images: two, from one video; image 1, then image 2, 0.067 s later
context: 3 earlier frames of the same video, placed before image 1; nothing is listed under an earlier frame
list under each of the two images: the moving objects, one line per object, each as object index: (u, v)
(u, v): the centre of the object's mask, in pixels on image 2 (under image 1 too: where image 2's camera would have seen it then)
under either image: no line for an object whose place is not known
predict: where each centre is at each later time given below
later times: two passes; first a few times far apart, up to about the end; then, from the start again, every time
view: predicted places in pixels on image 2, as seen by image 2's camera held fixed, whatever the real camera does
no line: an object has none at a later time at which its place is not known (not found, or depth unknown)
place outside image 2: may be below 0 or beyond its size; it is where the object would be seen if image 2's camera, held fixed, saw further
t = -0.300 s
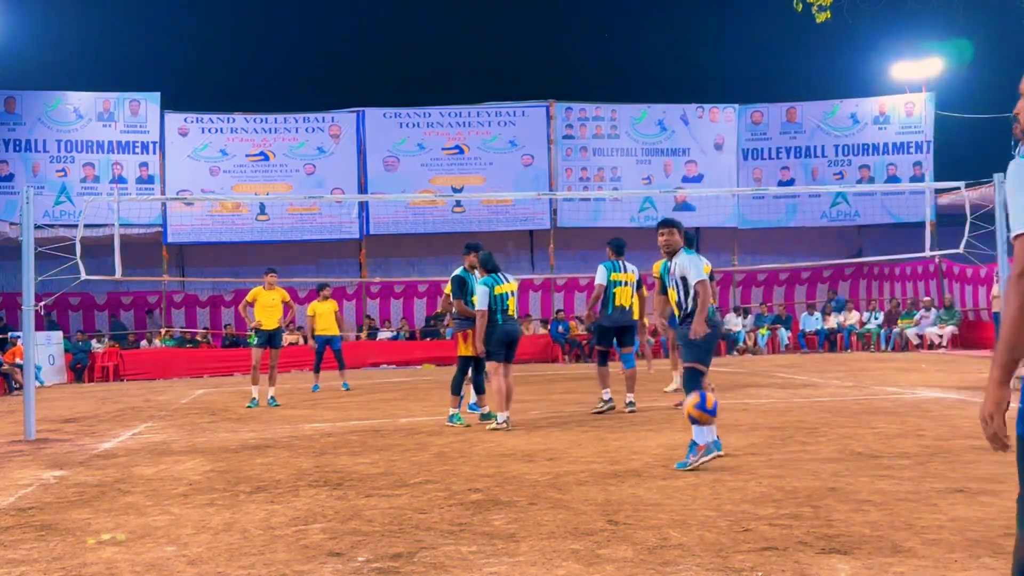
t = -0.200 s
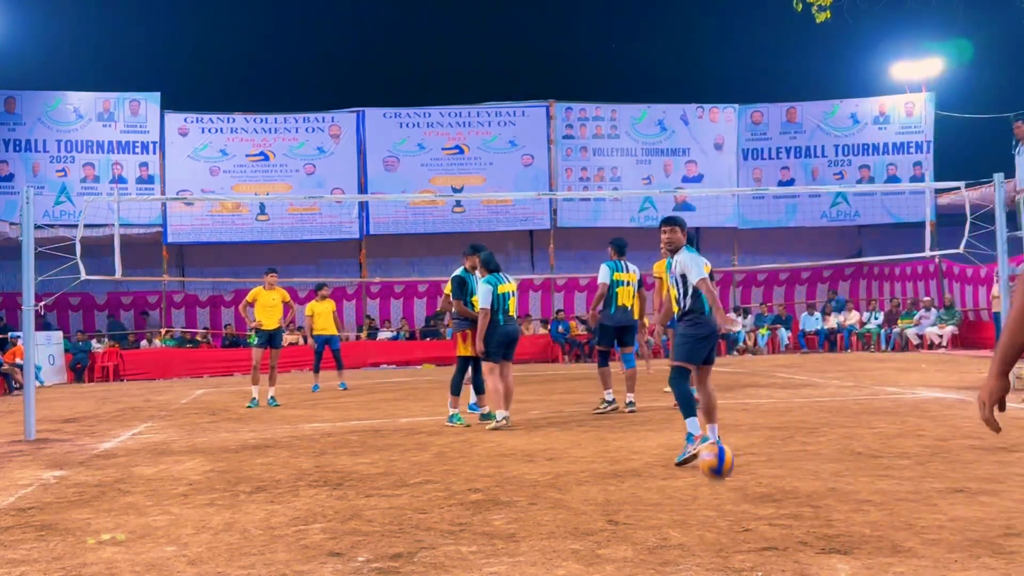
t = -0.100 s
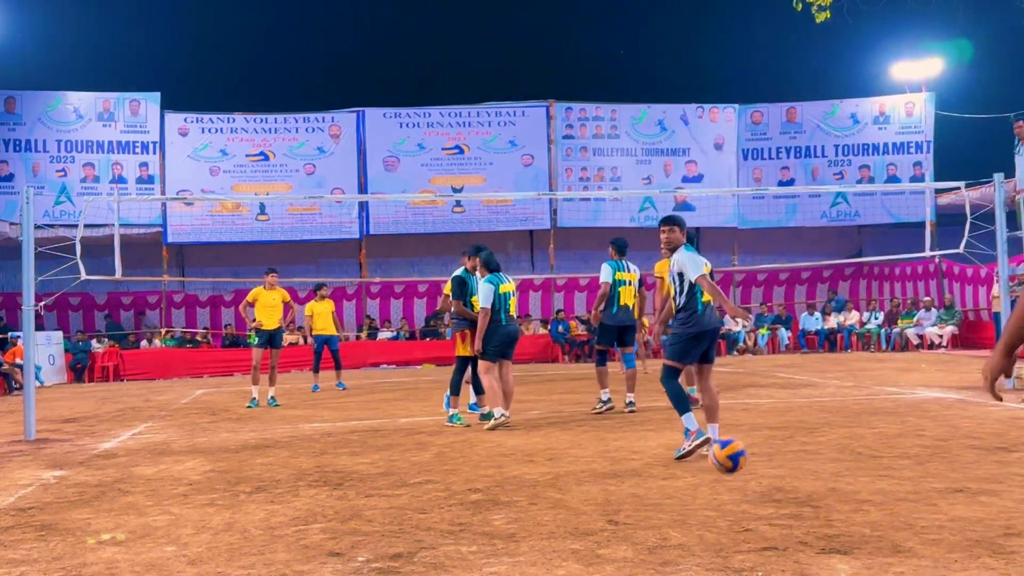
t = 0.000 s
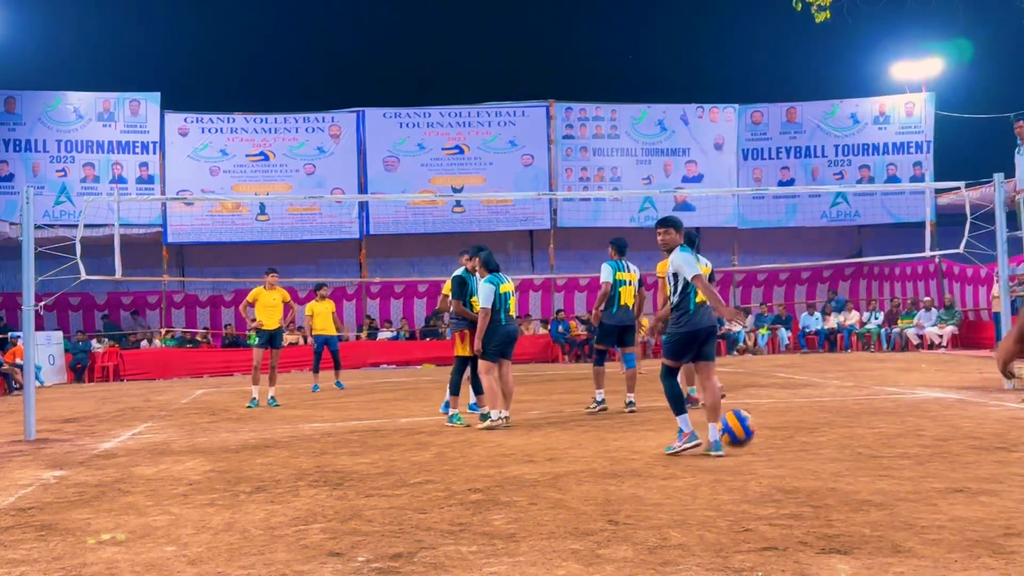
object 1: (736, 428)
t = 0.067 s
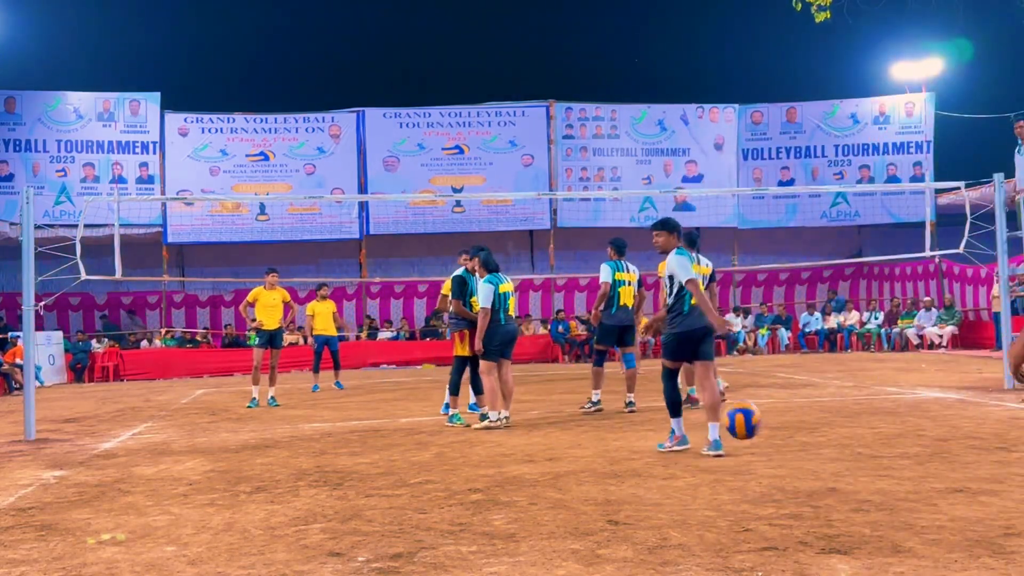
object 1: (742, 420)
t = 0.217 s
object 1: (760, 430)
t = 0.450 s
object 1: (792, 491)
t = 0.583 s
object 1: (809, 461)
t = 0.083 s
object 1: (744, 419)
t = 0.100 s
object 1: (746, 419)
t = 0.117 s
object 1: (748, 419)
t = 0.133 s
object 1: (750, 419)
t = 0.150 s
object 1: (751, 420)
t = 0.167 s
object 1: (754, 422)
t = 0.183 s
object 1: (756, 425)
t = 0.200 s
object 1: (758, 427)
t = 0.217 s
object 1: (760, 430)
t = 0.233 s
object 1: (762, 433)
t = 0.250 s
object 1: (764, 438)
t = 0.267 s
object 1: (766, 442)
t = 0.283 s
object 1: (769, 448)
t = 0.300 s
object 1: (772, 455)
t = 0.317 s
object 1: (774, 461)
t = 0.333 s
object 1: (776, 468)
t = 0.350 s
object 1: (778, 476)
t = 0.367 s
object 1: (780, 485)
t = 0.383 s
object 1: (782, 493)
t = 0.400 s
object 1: (786, 504)
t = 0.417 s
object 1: (788, 503)
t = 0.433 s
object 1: (790, 497)
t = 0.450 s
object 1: (792, 491)
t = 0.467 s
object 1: (794, 485)
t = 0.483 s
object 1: (796, 480)
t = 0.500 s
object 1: (798, 475)
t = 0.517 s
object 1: (799, 472)
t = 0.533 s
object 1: (802, 468)
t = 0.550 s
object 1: (805, 465)
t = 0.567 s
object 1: (807, 462)
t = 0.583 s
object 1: (809, 461)
